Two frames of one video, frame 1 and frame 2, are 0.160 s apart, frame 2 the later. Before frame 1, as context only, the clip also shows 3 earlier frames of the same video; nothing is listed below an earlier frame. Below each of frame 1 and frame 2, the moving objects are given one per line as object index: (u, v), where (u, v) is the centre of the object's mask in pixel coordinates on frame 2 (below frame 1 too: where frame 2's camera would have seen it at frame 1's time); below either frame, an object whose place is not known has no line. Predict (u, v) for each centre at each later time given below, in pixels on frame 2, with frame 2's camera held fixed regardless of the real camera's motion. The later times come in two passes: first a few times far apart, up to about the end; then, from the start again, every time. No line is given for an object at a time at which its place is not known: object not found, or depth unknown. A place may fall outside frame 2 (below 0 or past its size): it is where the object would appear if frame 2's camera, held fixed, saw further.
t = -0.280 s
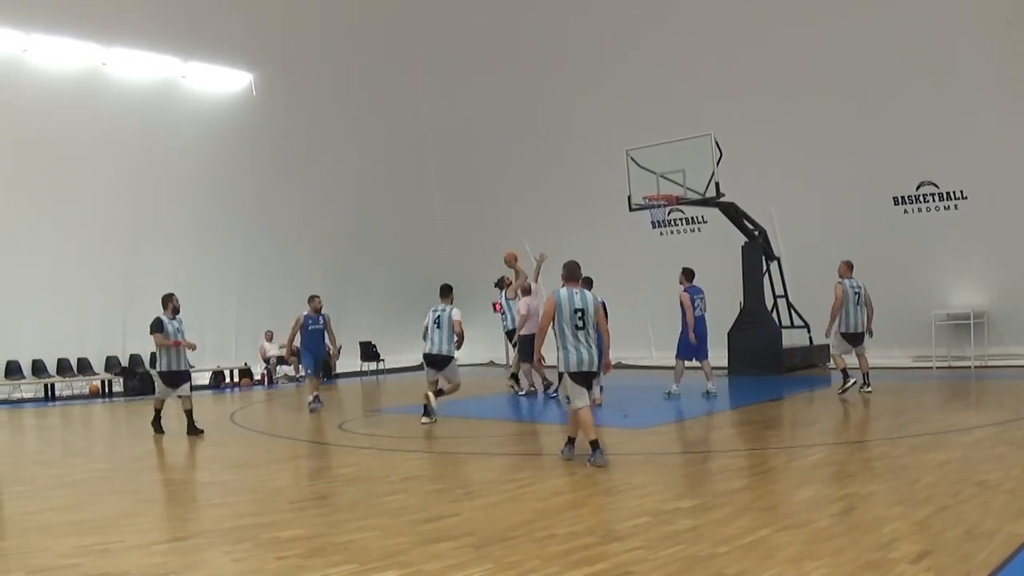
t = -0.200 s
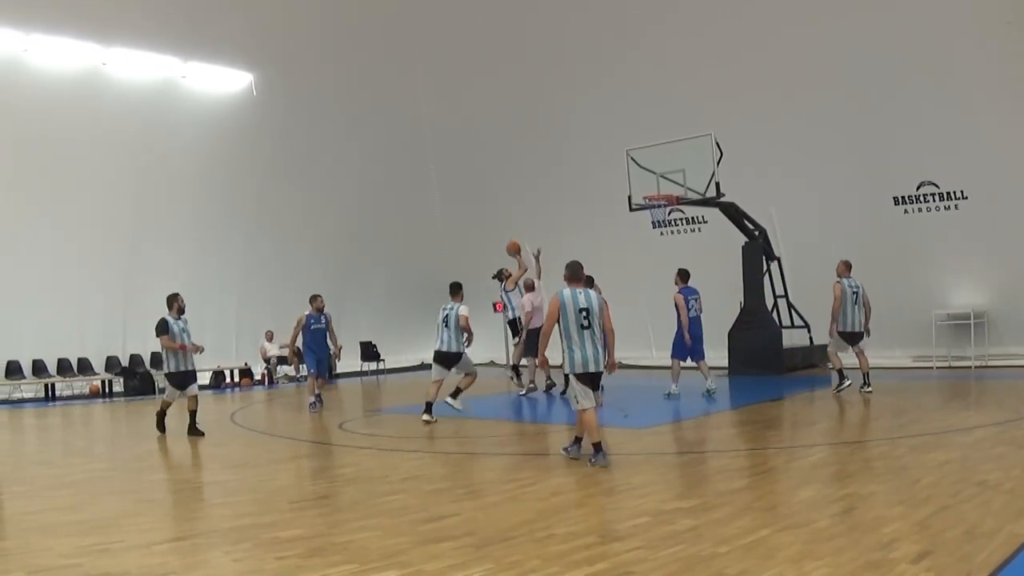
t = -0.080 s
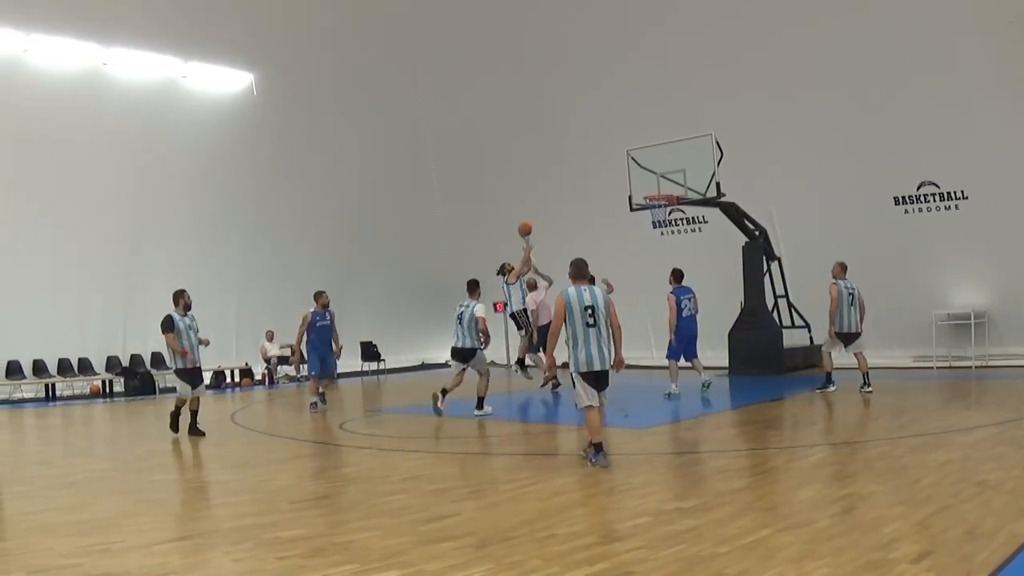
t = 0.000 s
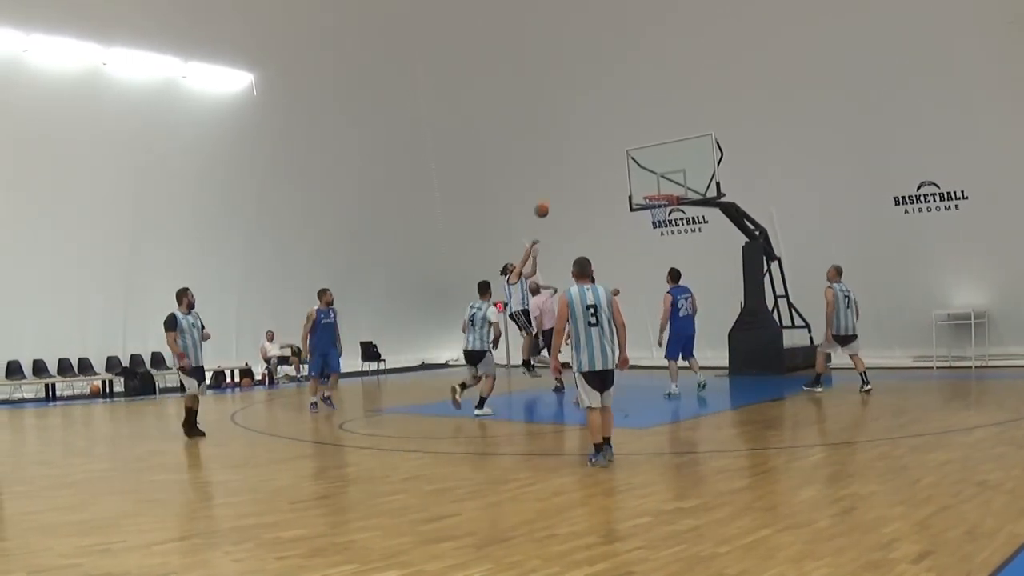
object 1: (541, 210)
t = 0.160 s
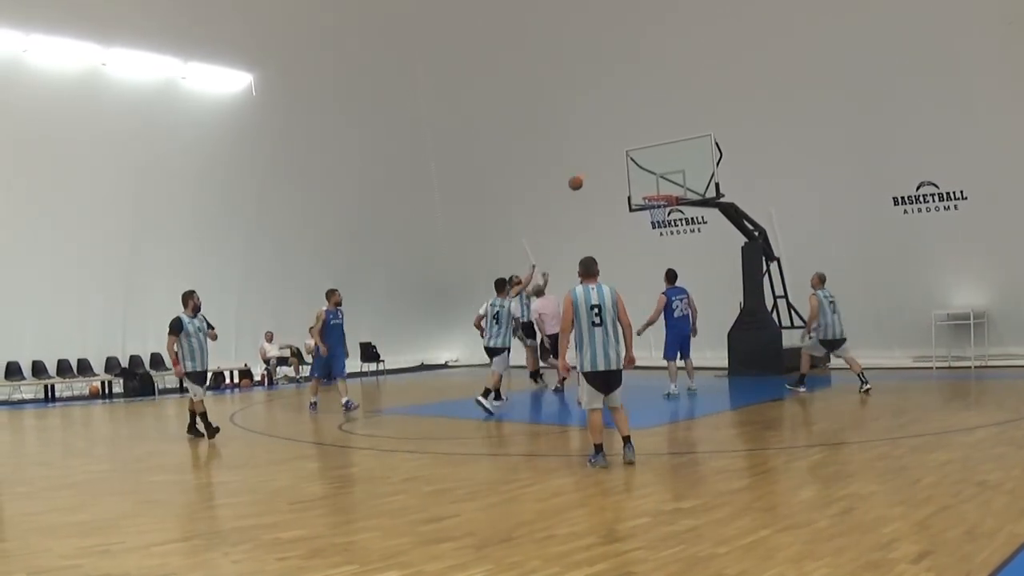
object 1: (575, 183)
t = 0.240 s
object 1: (593, 174)
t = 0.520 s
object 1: (647, 172)
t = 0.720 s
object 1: (657, 199)
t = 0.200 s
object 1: (584, 178)
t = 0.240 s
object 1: (593, 174)
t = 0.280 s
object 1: (602, 171)
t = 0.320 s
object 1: (611, 169)
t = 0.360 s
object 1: (620, 168)
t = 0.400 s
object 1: (629, 168)
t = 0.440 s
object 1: (639, 169)
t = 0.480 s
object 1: (644, 170)
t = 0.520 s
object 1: (647, 172)
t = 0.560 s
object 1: (649, 176)
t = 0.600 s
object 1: (652, 181)
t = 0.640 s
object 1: (654, 186)
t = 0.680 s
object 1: (656, 192)
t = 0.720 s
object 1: (657, 199)
